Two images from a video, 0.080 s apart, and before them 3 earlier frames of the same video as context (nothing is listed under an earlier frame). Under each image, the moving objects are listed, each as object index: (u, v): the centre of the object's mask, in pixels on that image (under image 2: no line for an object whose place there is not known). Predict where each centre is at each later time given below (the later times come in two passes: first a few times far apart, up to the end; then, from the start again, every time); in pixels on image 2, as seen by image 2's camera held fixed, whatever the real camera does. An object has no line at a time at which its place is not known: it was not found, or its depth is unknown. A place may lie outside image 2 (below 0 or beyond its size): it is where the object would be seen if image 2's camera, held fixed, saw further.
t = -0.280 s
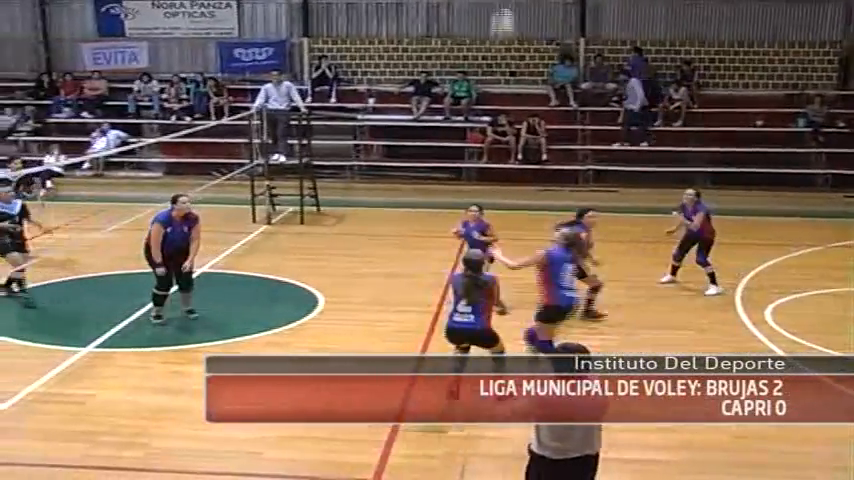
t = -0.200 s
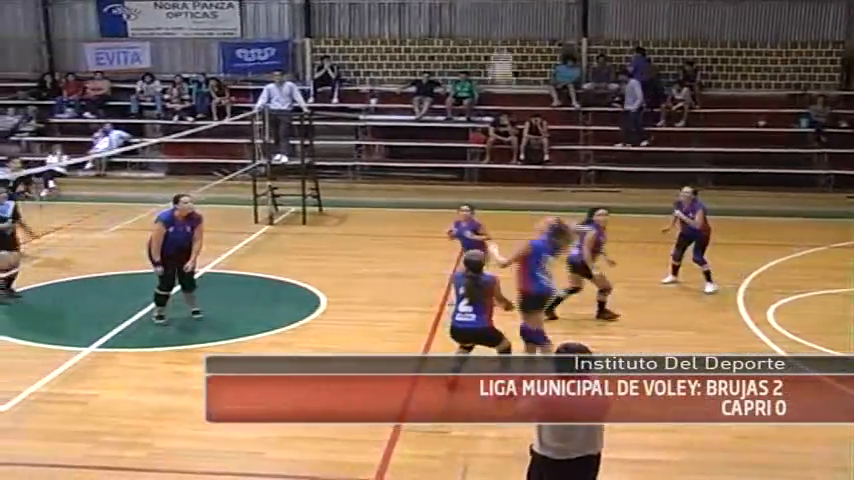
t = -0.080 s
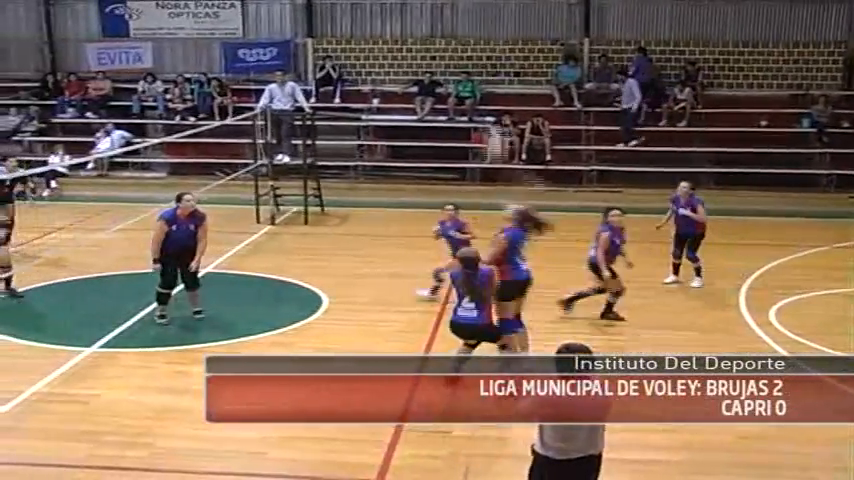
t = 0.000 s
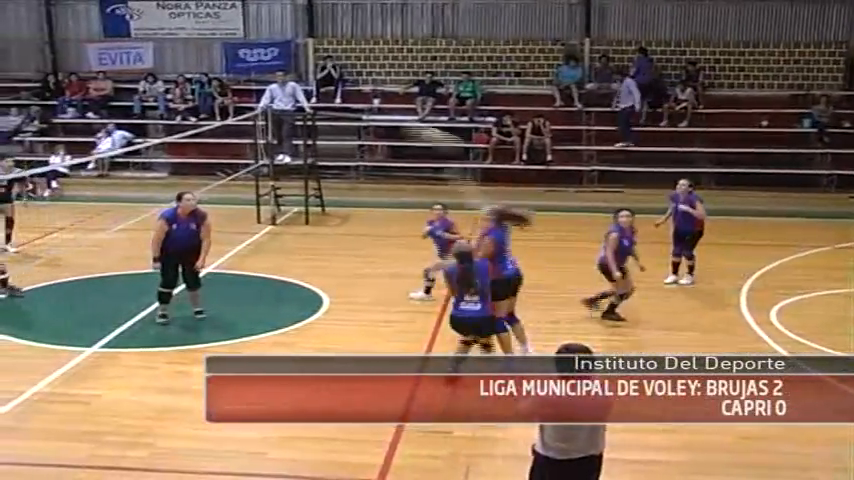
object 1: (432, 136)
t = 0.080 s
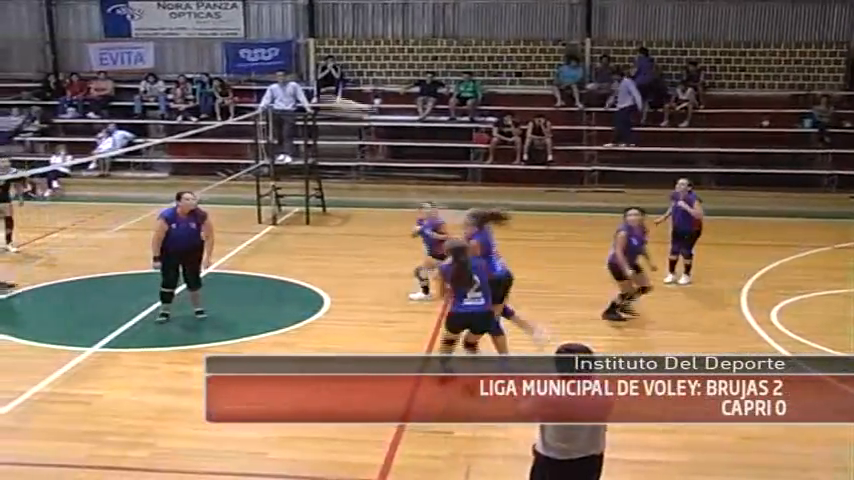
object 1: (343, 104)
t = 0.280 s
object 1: (149, 65)
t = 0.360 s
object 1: (76, 60)
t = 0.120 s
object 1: (317, 95)
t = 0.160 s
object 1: (253, 83)
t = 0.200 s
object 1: (224, 75)
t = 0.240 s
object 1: (184, 70)
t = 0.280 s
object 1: (149, 65)
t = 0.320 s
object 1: (109, 63)
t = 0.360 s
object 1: (76, 60)
